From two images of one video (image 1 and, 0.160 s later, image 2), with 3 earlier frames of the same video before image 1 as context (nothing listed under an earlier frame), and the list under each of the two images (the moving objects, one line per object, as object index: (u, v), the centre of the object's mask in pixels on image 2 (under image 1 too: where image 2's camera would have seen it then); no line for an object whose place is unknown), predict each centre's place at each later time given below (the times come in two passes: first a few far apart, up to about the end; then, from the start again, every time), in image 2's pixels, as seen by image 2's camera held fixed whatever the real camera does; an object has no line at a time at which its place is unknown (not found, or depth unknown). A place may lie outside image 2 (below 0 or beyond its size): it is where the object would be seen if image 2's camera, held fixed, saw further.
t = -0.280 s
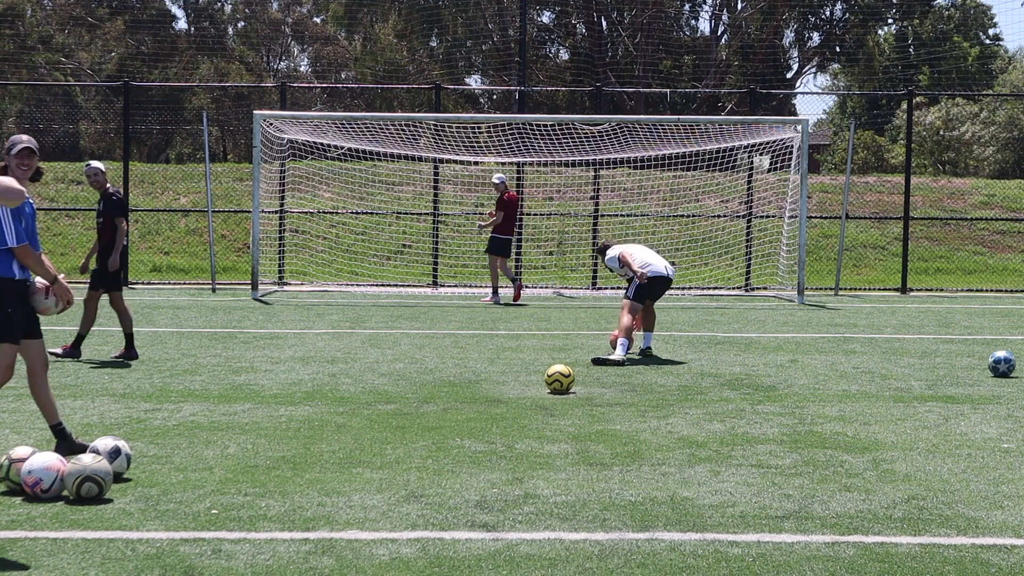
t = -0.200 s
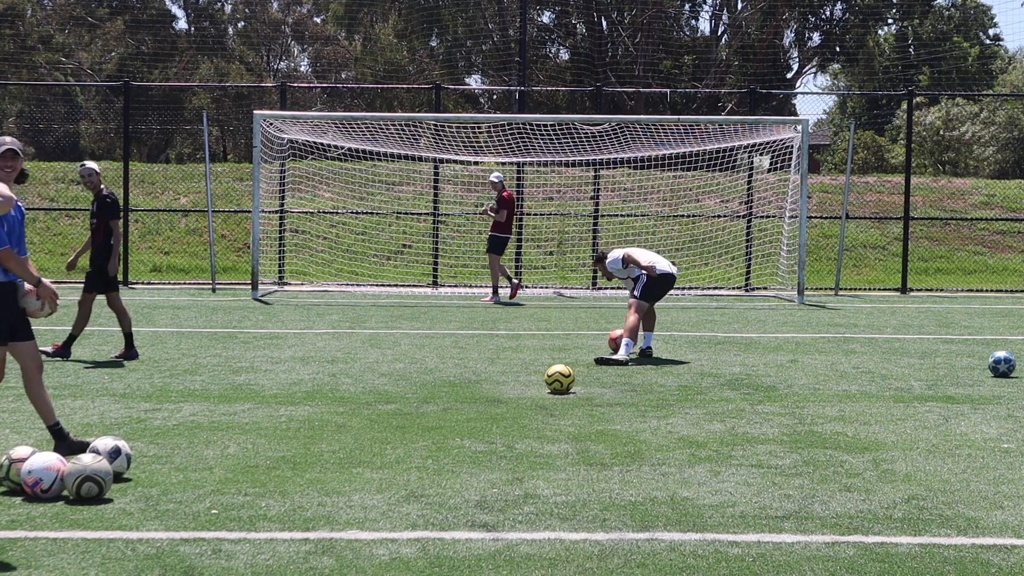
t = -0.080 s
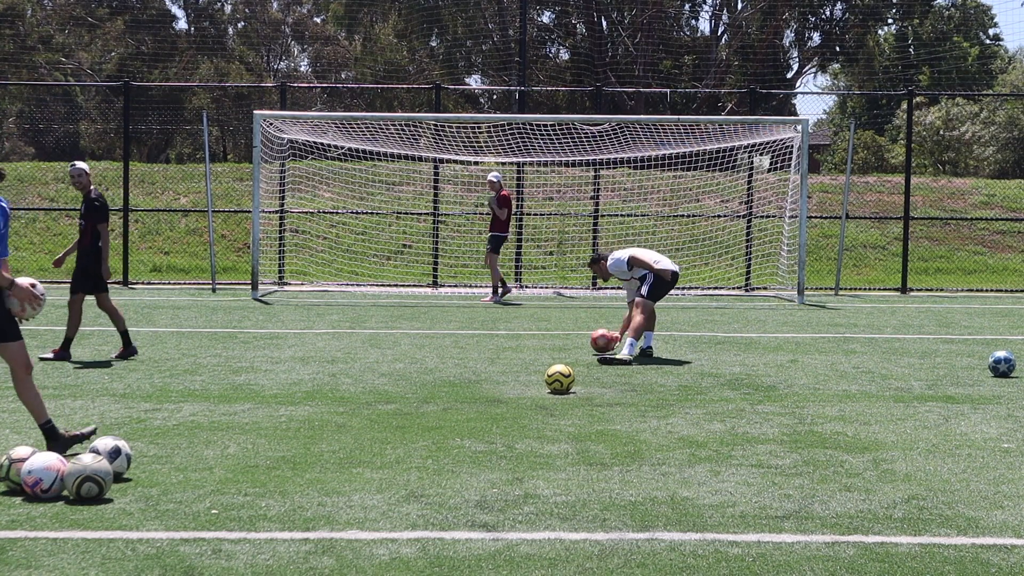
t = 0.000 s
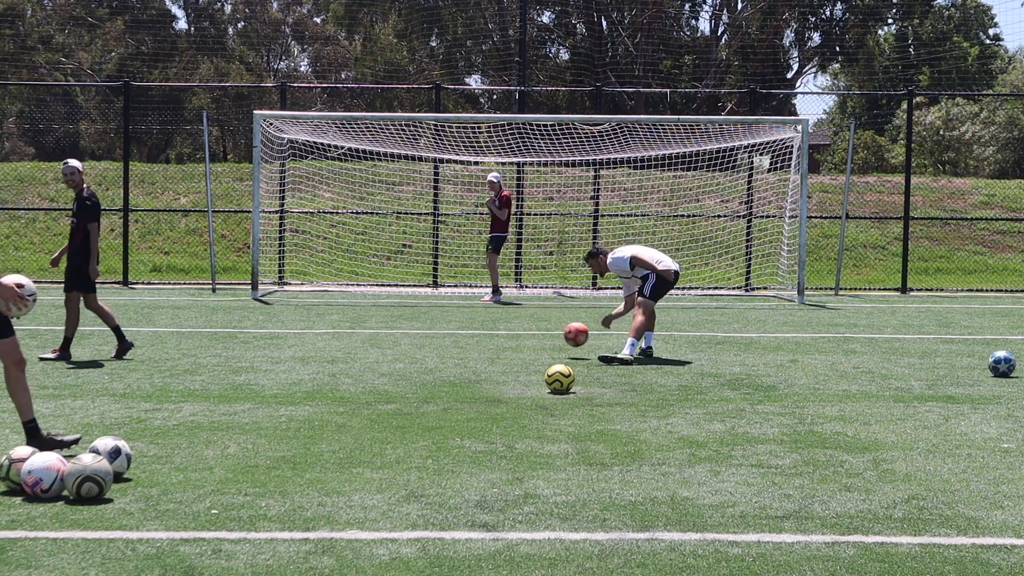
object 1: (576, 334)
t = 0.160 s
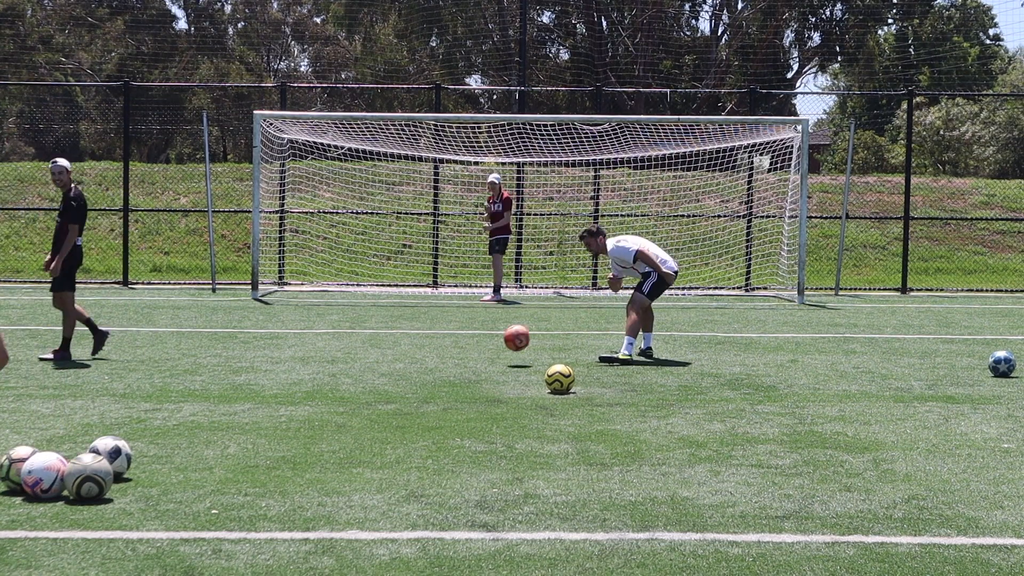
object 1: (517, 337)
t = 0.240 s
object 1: (485, 351)
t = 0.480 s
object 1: (406, 356)
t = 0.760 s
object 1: (307, 377)
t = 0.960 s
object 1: (231, 381)
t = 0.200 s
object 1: (501, 343)
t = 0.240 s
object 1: (485, 351)
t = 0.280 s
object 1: (469, 358)
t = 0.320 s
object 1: (456, 354)
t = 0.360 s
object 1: (444, 352)
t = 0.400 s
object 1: (432, 352)
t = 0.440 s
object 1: (419, 353)
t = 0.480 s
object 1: (406, 356)
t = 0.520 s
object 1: (392, 362)
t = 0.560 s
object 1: (378, 369)
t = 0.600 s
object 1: (365, 366)
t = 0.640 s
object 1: (351, 366)
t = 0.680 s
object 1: (336, 368)
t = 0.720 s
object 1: (322, 372)
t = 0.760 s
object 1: (307, 377)
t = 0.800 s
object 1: (292, 376)
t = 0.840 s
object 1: (277, 377)
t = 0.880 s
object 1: (262, 381)
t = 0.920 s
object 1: (247, 382)
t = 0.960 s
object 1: (231, 381)
